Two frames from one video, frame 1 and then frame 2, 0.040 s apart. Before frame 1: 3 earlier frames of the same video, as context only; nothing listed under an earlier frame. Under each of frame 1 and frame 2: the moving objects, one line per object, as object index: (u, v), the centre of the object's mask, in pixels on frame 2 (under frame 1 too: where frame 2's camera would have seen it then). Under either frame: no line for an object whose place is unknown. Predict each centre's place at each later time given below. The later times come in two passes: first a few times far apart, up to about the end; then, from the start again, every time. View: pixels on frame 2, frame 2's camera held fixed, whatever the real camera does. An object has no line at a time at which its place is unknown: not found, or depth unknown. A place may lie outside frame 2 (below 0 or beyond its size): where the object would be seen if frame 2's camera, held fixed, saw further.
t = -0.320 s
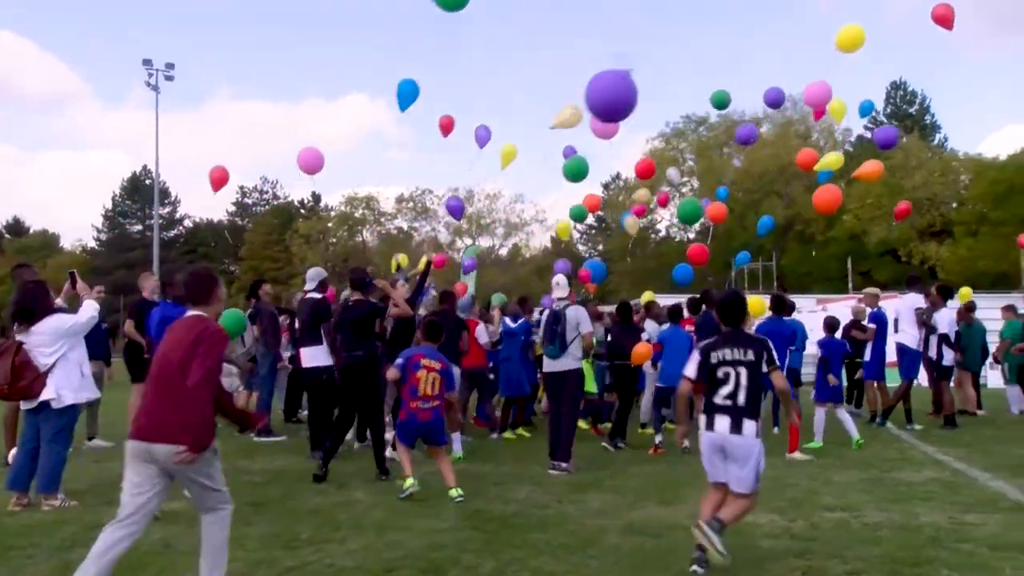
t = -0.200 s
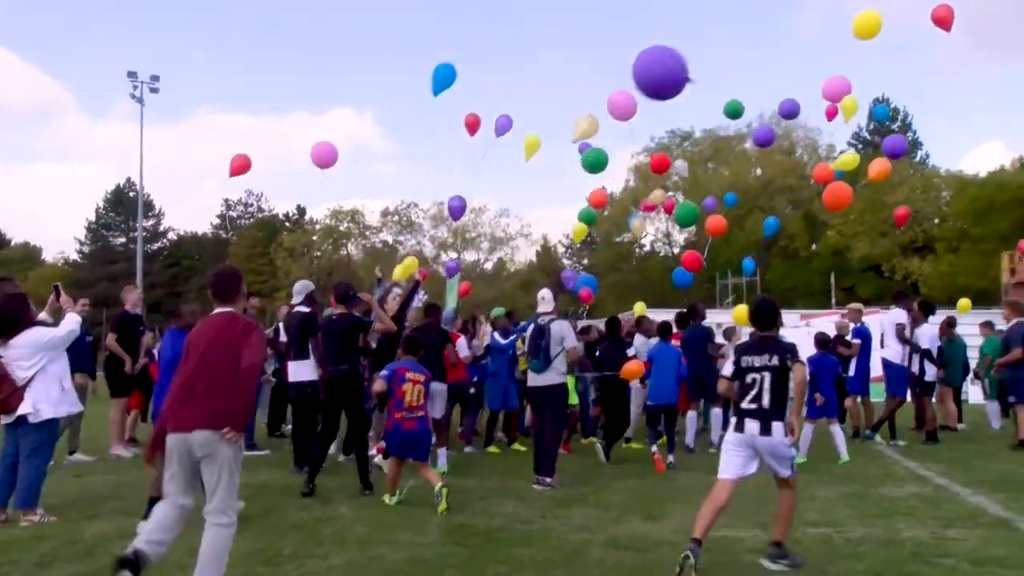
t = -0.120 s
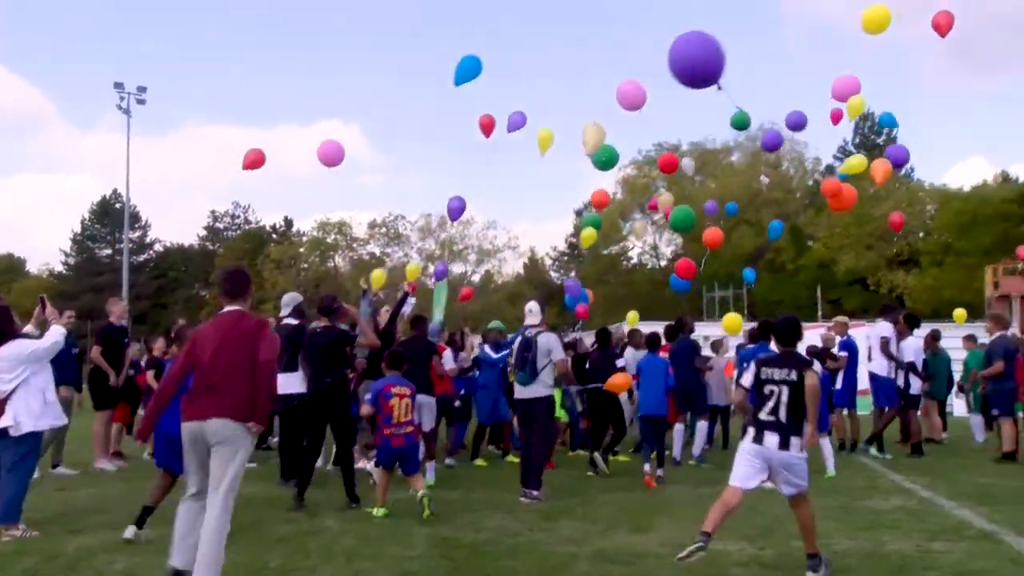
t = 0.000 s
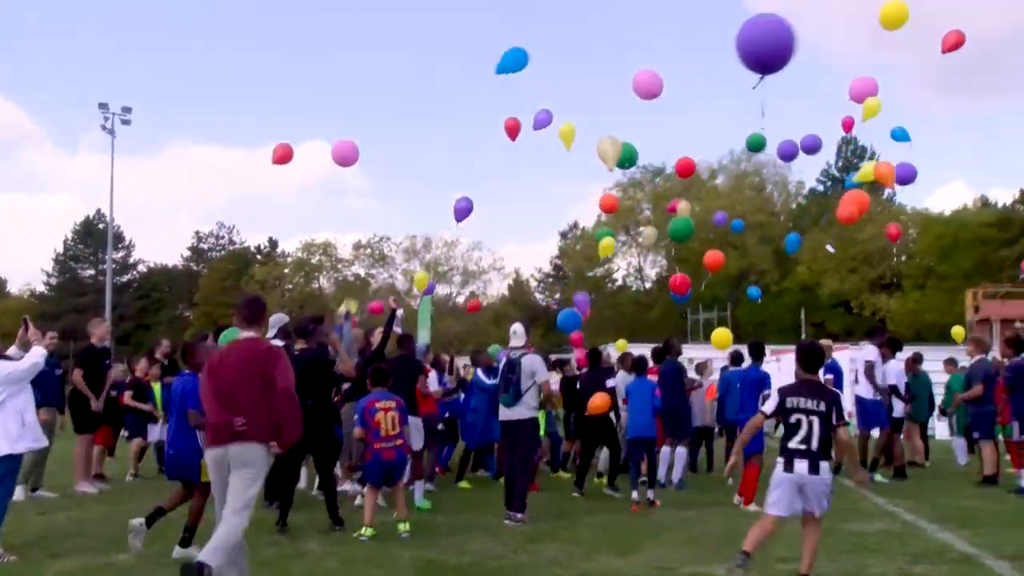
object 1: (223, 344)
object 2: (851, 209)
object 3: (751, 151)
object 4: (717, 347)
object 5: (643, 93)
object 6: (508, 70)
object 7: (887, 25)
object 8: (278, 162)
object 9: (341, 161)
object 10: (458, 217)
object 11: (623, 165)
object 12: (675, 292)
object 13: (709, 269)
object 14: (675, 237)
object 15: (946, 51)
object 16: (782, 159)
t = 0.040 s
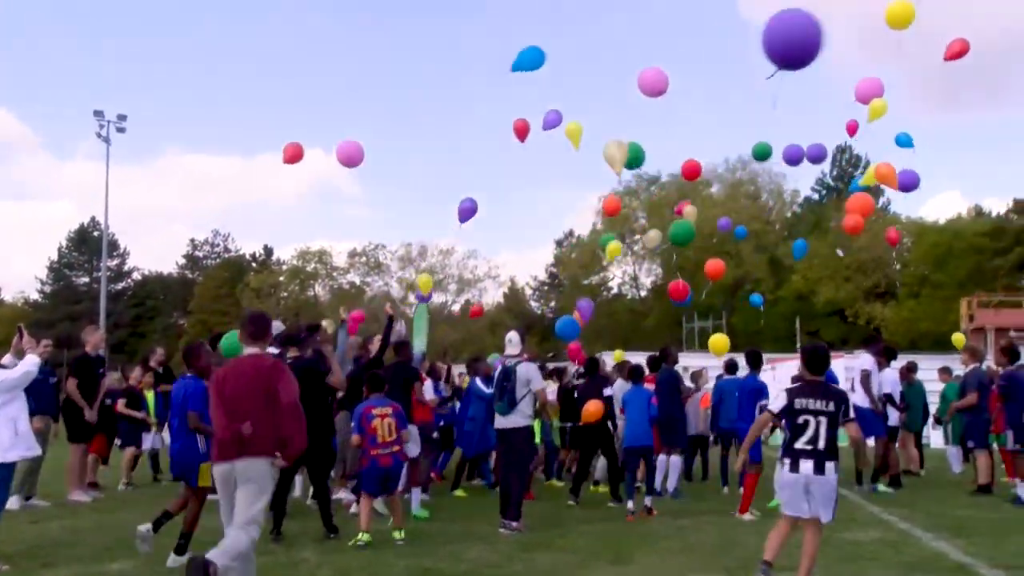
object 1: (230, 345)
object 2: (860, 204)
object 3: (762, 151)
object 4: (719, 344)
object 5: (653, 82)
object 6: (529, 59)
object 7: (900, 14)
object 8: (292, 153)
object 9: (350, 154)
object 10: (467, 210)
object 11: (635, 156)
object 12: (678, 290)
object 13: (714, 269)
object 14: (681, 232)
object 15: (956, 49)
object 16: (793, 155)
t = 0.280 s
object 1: (235, 315)
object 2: (924, 168)
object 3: (833, 156)
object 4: (733, 327)
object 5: (705, 18)
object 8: (384, 94)
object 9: (406, 106)
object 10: (536, 160)
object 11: (708, 99)
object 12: (702, 275)
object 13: (751, 271)
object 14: (718, 206)
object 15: (1019, 42)
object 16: (858, 127)
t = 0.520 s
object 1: (253, 293)
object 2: (990, 122)
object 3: (904, 167)
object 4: (749, 308)
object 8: (465, 24)
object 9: (466, 53)
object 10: (634, 109)
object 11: (778, 42)
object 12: (731, 256)
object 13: (786, 275)
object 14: (761, 172)
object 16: (920, 96)
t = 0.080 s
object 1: (239, 339)
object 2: (870, 200)
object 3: (773, 152)
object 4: (721, 341)
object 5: (662, 70)
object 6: (550, 49)
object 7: (912, 4)
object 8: (308, 143)
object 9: (359, 146)
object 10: (476, 202)
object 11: (647, 147)
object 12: (681, 288)
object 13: (720, 269)
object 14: (688, 228)
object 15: (967, 48)
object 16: (804, 150)
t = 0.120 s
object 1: (250, 332)
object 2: (880, 194)
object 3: (784, 152)
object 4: (723, 339)
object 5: (671, 60)
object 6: (571, 39)
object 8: (323, 135)
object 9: (368, 138)
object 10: (486, 194)
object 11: (659, 138)
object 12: (685, 286)
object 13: (726, 270)
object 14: (693, 224)
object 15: (977, 47)
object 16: (814, 145)
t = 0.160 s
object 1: (246, 329)
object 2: (890, 187)
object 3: (796, 153)
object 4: (725, 336)
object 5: (680, 49)
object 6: (593, 29)
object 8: (338, 125)
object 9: (378, 130)
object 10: (498, 186)
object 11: (671, 128)
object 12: (689, 283)
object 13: (732, 271)
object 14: (699, 220)
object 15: (988, 46)
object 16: (825, 141)
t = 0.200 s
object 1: (241, 325)
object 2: (902, 181)
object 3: (808, 153)
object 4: (728, 333)
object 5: (689, 38)
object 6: (615, 19)
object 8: (354, 115)
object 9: (387, 122)
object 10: (510, 177)
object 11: (684, 118)
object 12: (694, 280)
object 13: (739, 271)
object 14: (705, 216)
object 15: (998, 44)
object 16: (836, 136)
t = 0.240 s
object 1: (237, 319)
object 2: (913, 174)
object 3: (821, 154)
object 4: (730, 330)
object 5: (697, 28)
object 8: (369, 105)
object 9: (397, 114)
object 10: (523, 169)
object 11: (696, 108)
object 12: (698, 278)
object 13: (745, 271)
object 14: (711, 211)
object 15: (1009, 43)
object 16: (847, 131)
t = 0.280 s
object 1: (235, 315)
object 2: (924, 168)
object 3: (833, 156)
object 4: (733, 327)
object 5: (705, 18)
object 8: (384, 94)
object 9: (406, 106)
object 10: (536, 160)
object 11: (708, 99)
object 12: (702, 275)
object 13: (751, 271)
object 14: (718, 206)
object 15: (1019, 42)
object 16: (858, 127)
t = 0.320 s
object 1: (233, 311)
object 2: (935, 161)
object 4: (735, 324)
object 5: (713, 8)
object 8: (397, 83)
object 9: (417, 98)
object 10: (551, 151)
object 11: (720, 89)
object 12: (707, 272)
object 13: (757, 272)
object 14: (724, 201)
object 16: (868, 121)
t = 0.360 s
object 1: (234, 307)
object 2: (946, 154)
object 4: (738, 321)
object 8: (411, 71)
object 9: (426, 90)
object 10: (566, 143)
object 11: (731, 80)
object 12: (711, 269)
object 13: (763, 272)
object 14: (731, 196)
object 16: (878, 117)
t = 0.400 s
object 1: (237, 304)
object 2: (958, 147)
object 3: (870, 161)
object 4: (741, 318)
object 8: (425, 60)
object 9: (436, 81)
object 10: (582, 134)
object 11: (743, 70)
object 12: (716, 266)
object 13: (769, 273)
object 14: (738, 190)
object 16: (889, 111)
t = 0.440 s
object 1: (241, 301)
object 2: (968, 139)
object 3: (881, 163)
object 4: (743, 315)
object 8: (439, 48)
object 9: (445, 72)
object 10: (599, 125)
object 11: (755, 61)
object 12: (721, 263)
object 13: (775, 274)
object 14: (746, 185)
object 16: (900, 106)
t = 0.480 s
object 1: (246, 297)
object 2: (979, 130)
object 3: (893, 164)
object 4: (746, 311)
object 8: (452, 36)
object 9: (455, 62)
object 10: (617, 117)
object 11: (767, 51)
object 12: (726, 259)
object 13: (781, 274)
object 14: (754, 179)
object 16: (910, 101)
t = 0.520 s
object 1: (253, 293)
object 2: (990, 122)
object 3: (904, 167)
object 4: (749, 308)
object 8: (465, 24)
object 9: (466, 53)
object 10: (634, 109)
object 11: (778, 42)
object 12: (731, 256)
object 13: (786, 275)
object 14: (761, 172)
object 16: (920, 96)
